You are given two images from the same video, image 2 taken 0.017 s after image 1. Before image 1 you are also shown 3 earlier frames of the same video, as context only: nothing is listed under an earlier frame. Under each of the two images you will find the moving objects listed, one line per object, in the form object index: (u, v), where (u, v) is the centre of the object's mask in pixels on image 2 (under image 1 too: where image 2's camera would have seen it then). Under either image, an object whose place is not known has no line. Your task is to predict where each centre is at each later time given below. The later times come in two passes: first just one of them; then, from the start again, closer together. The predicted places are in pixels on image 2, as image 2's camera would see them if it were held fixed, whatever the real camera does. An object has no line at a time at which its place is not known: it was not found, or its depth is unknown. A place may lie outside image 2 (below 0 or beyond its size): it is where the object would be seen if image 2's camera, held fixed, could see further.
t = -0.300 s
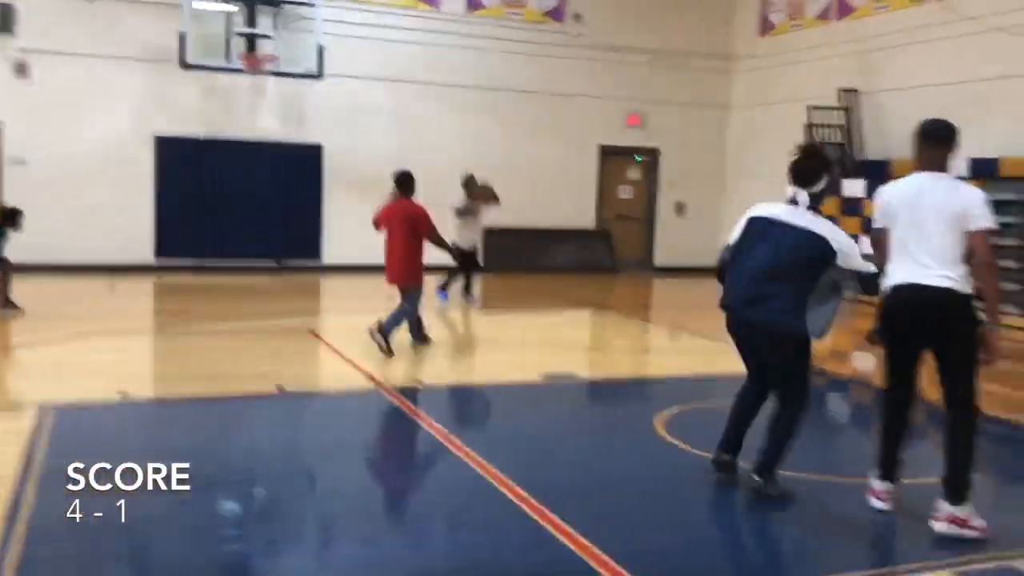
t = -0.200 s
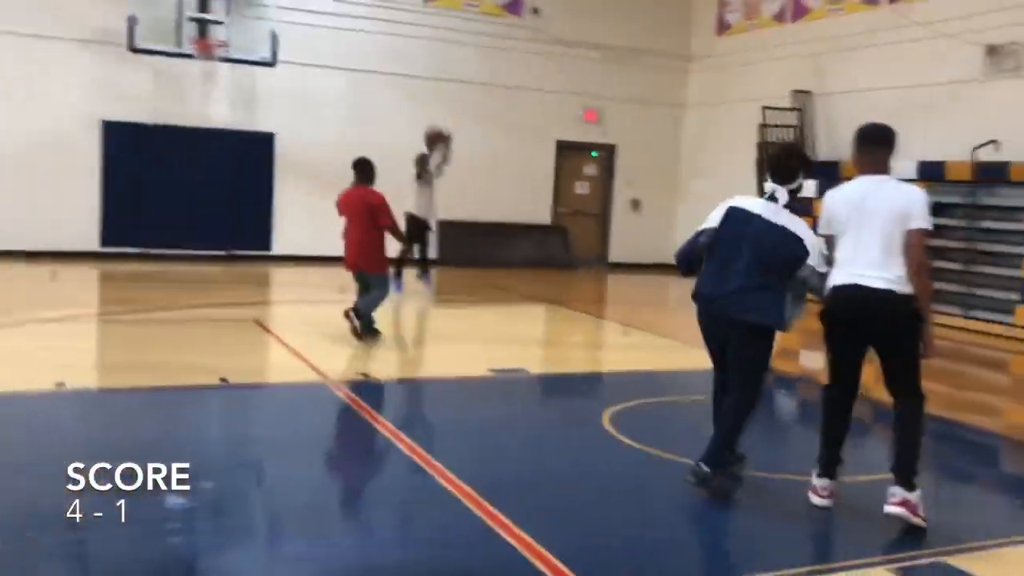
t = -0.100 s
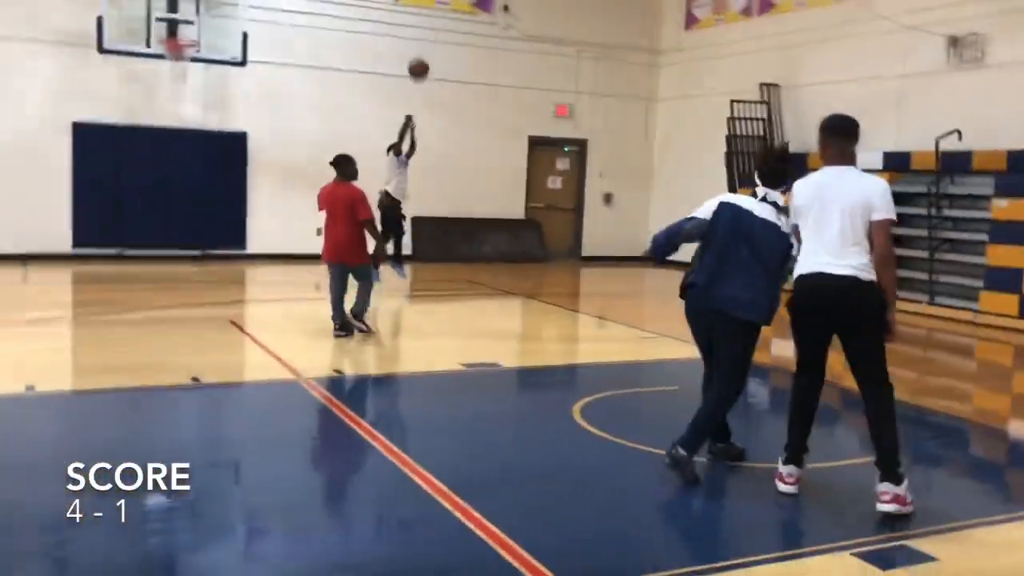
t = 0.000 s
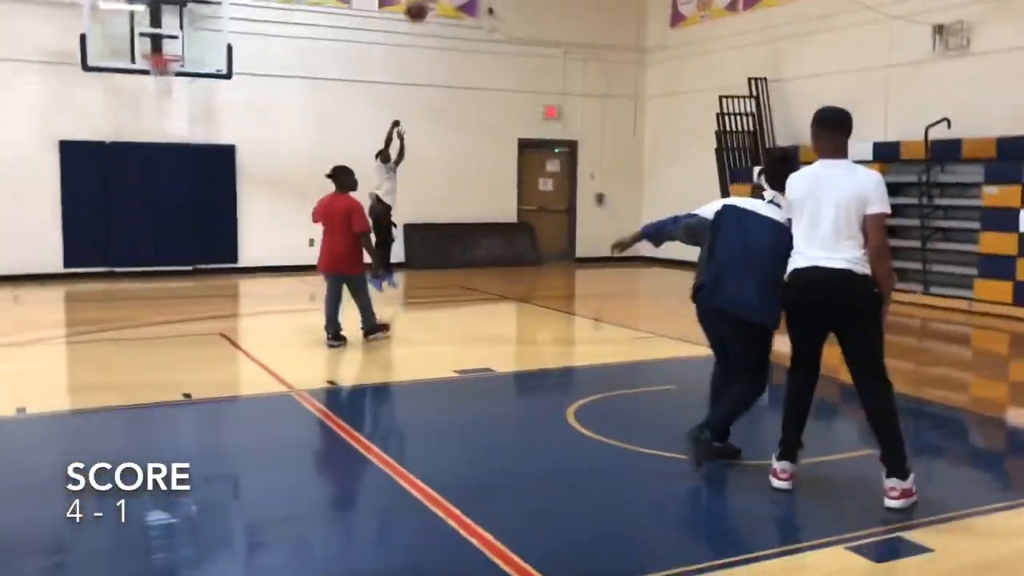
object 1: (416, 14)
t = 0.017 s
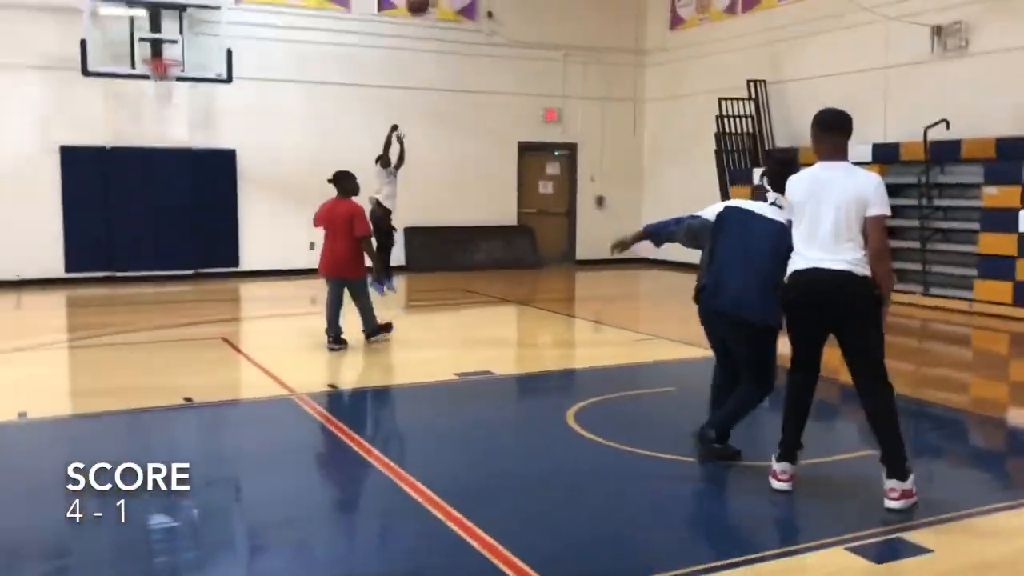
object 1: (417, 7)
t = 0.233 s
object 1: (449, -116)
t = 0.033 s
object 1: (420, -1)
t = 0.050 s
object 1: (422, -9)
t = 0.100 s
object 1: (426, -38)
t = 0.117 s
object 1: (430, -49)
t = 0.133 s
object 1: (430, -62)
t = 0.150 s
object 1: (433, -74)
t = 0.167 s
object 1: (435, -79)
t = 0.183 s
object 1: (438, -90)
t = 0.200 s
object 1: (439, -101)
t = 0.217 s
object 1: (441, -109)
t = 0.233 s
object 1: (449, -116)
